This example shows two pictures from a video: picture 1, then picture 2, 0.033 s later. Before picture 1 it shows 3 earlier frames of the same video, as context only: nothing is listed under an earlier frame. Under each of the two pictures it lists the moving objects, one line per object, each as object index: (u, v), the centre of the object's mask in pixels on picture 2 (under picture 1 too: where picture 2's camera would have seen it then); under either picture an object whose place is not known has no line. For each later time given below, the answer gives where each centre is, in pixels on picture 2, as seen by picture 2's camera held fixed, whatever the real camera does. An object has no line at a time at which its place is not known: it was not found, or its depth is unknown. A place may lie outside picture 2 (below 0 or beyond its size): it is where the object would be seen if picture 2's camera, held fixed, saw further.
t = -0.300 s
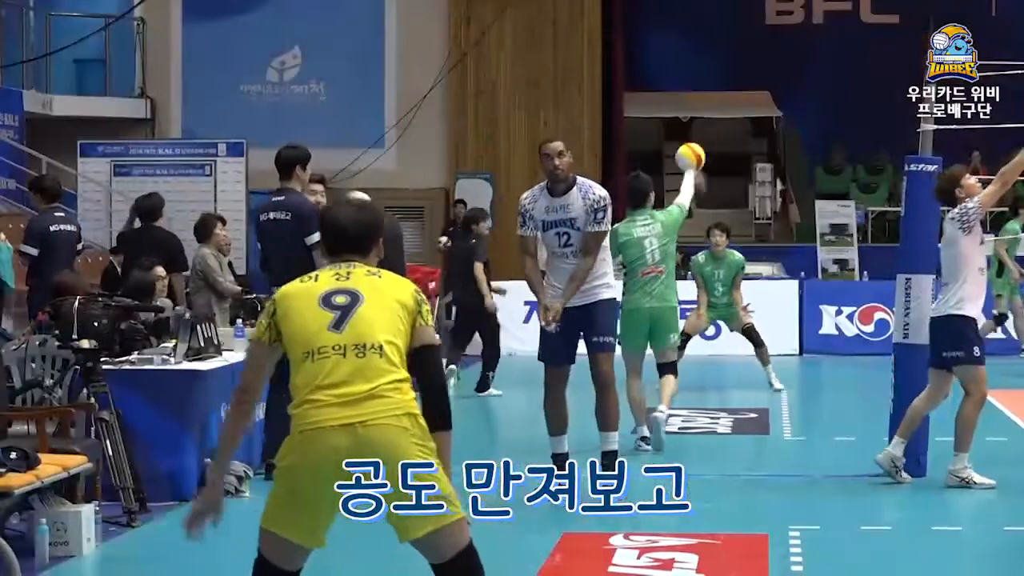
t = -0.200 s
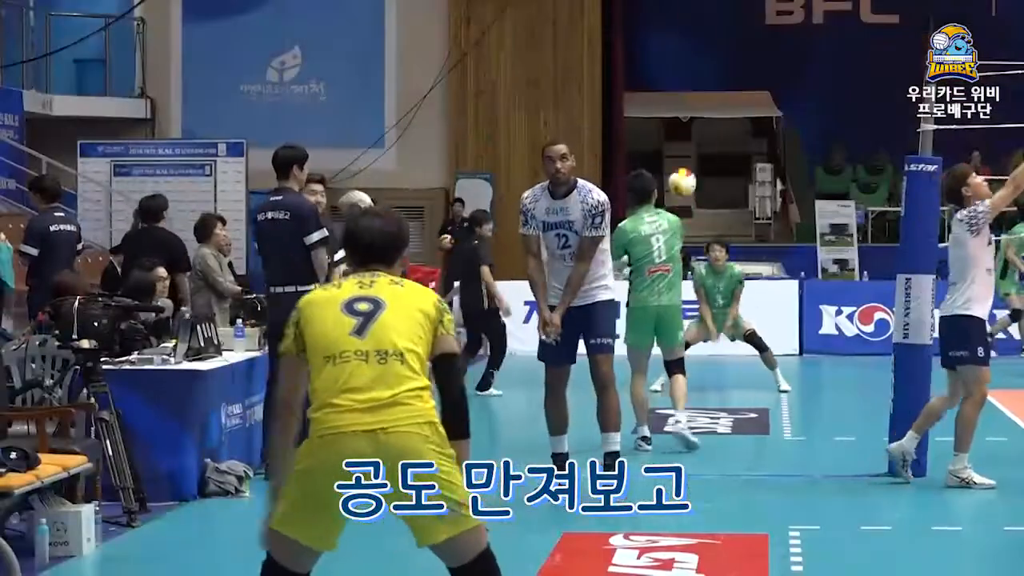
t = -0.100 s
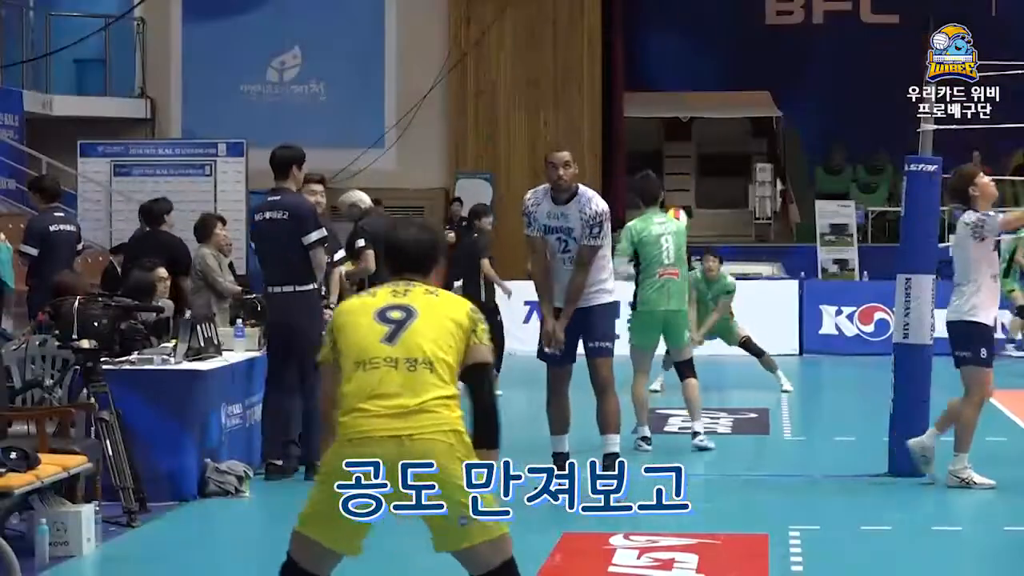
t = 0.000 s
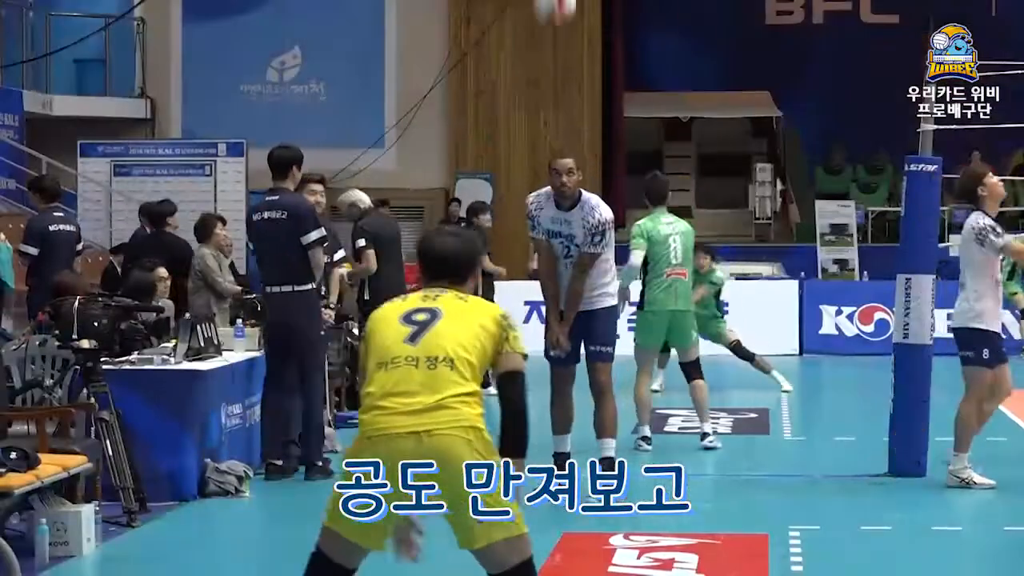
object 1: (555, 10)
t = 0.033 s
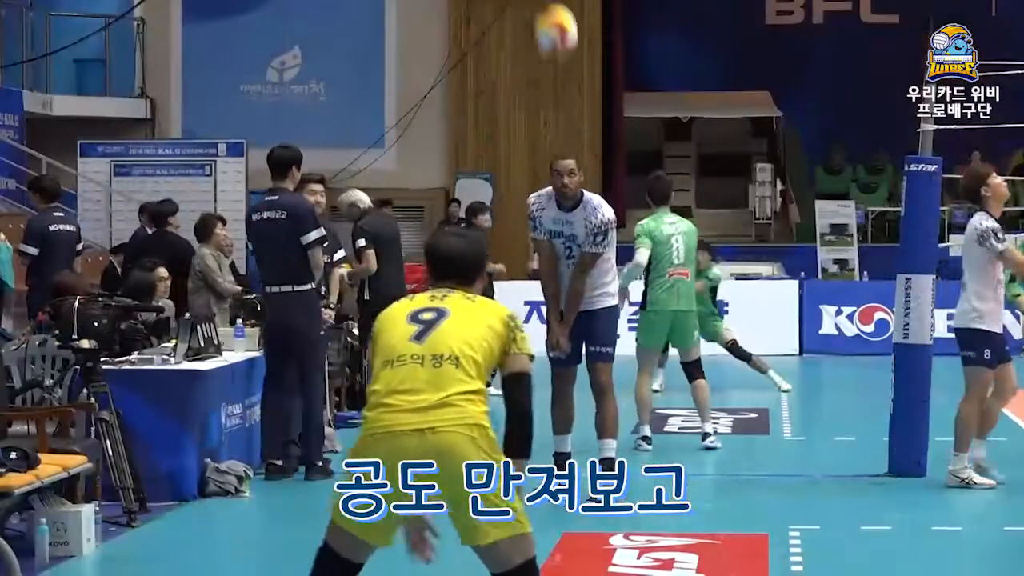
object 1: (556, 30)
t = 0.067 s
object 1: (558, 64)
